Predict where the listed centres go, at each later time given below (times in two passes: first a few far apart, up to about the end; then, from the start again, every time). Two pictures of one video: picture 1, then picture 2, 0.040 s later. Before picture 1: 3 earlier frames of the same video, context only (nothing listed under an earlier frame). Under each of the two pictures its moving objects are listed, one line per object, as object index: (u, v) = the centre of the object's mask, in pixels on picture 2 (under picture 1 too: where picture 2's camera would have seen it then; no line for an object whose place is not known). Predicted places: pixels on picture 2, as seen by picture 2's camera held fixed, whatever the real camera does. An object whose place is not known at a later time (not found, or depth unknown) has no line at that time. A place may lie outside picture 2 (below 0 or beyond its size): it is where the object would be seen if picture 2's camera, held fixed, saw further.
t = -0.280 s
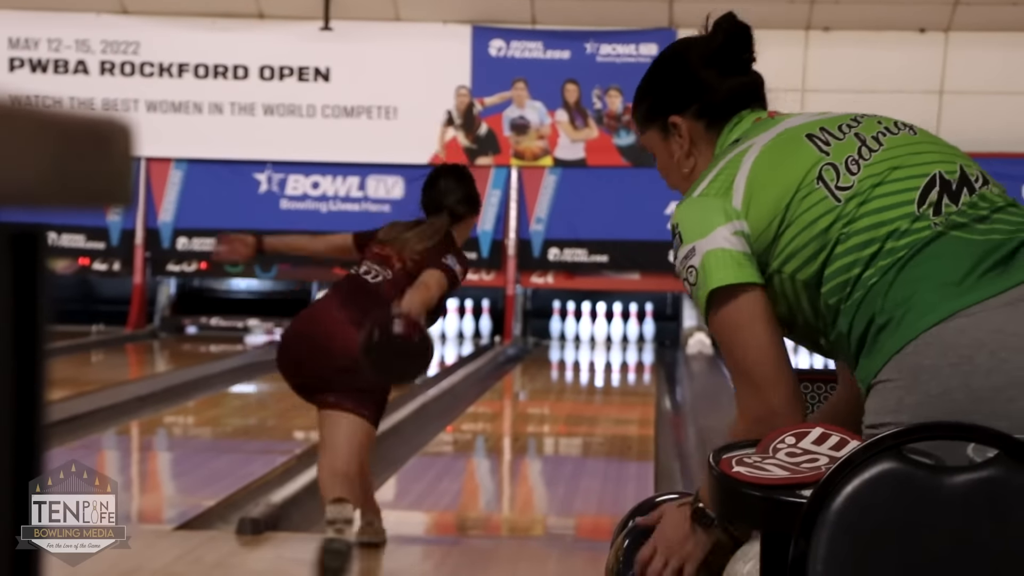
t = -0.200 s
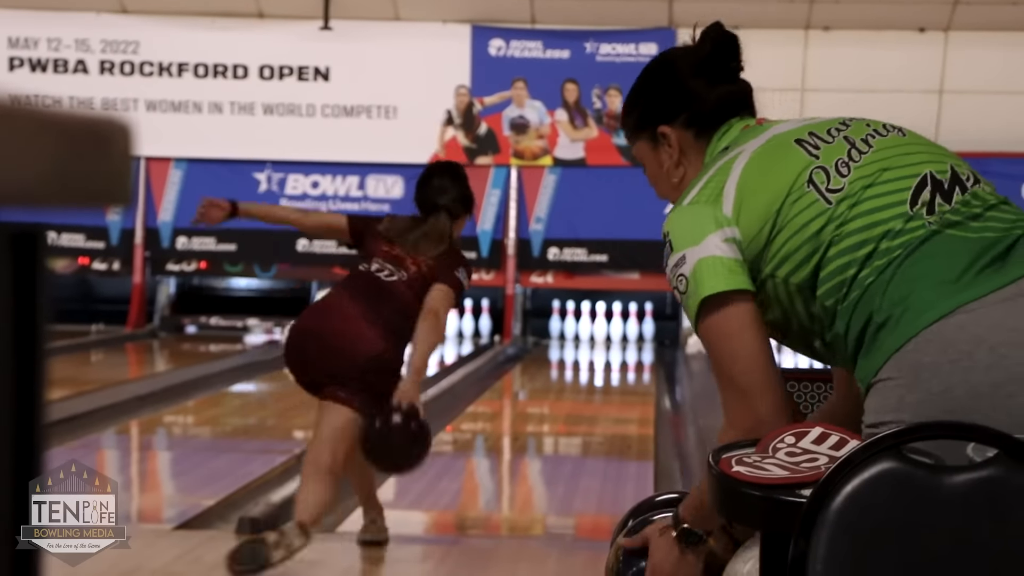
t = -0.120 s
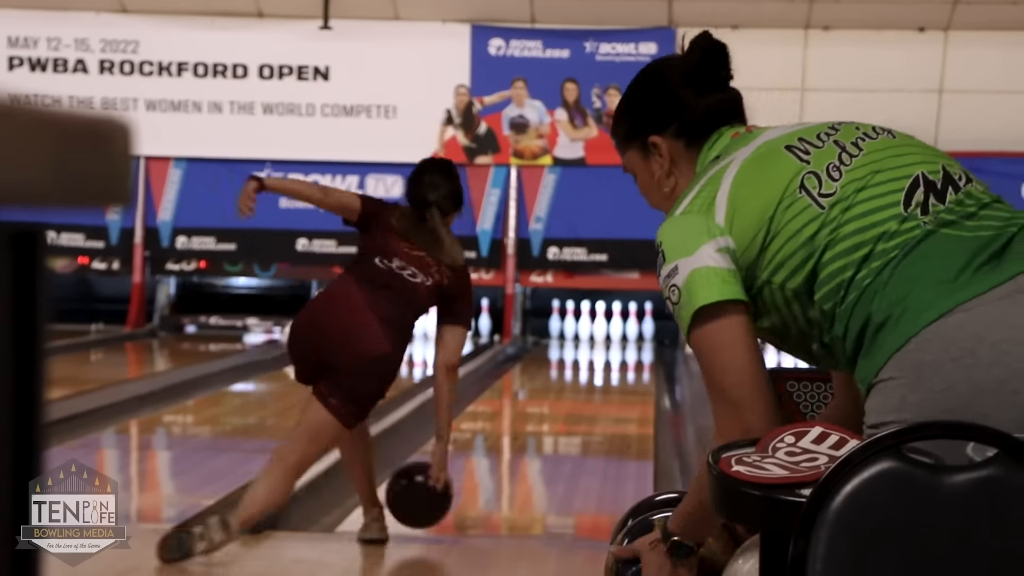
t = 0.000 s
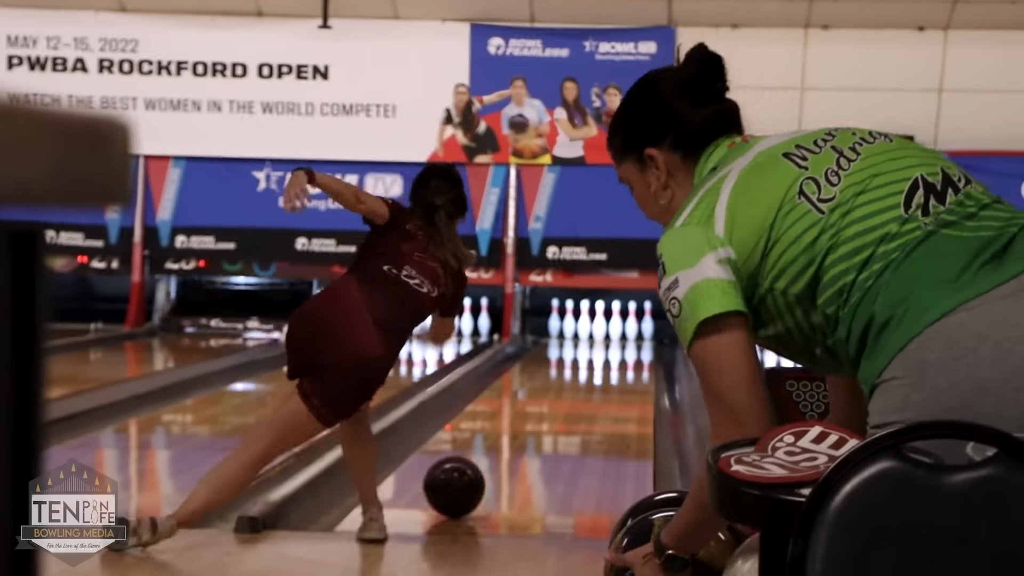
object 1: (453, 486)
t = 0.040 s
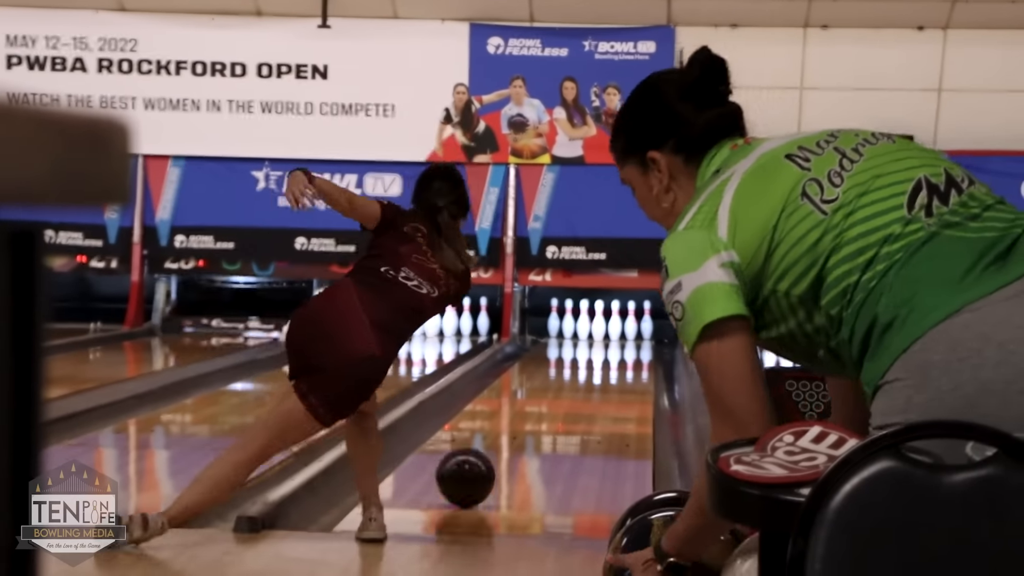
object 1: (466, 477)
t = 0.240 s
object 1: (506, 447)
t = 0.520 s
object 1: (546, 418)
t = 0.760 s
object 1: (573, 398)
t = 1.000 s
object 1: (592, 383)
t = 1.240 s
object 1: (608, 369)
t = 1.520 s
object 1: (620, 358)
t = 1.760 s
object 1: (626, 349)
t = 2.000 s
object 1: (626, 342)
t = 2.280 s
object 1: (619, 336)
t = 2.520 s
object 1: (610, 331)
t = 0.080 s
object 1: (473, 472)
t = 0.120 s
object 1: (481, 466)
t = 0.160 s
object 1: (491, 459)
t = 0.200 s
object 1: (497, 454)
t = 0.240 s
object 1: (506, 447)
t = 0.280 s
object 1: (512, 443)
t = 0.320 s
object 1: (518, 439)
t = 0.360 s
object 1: (525, 433)
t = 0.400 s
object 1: (530, 429)
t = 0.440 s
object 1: (537, 424)
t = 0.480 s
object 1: (542, 421)
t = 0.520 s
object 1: (546, 418)
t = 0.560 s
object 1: (552, 414)
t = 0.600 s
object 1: (556, 411)
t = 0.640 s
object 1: (561, 407)
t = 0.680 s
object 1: (565, 405)
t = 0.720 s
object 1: (568, 402)
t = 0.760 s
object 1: (573, 398)
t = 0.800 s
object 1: (576, 396)
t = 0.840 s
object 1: (580, 393)
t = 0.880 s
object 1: (583, 390)
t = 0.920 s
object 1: (585, 388)
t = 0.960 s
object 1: (589, 385)
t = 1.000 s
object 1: (592, 383)
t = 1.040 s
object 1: (595, 380)
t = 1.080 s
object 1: (597, 378)
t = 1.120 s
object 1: (599, 376)
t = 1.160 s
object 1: (602, 373)
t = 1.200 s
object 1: (604, 372)
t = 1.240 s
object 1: (608, 369)
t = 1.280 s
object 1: (609, 368)
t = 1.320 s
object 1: (610, 366)
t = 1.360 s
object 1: (613, 364)
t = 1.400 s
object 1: (615, 363)
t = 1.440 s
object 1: (617, 361)
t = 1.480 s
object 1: (618, 360)
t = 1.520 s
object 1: (620, 358)
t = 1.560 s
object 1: (621, 356)
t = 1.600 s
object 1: (622, 355)
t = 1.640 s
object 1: (623, 353)
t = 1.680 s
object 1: (624, 352)
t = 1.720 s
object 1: (625, 351)
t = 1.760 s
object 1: (626, 349)
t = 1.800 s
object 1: (627, 348)
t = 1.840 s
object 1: (627, 346)
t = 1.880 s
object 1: (627, 345)
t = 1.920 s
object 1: (627, 344)
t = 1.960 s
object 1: (627, 343)
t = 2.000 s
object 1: (626, 342)
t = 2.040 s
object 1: (626, 341)
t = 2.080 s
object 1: (625, 340)
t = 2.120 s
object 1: (624, 339)
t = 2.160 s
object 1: (623, 338)
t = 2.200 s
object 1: (621, 337)
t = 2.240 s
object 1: (620, 336)
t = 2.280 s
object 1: (619, 336)
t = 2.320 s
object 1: (617, 335)
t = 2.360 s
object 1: (613, 333)
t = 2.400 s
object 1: (612, 332)
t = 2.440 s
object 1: (609, 331)
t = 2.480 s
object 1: (609, 331)
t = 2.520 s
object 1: (610, 331)
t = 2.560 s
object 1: (609, 330)
